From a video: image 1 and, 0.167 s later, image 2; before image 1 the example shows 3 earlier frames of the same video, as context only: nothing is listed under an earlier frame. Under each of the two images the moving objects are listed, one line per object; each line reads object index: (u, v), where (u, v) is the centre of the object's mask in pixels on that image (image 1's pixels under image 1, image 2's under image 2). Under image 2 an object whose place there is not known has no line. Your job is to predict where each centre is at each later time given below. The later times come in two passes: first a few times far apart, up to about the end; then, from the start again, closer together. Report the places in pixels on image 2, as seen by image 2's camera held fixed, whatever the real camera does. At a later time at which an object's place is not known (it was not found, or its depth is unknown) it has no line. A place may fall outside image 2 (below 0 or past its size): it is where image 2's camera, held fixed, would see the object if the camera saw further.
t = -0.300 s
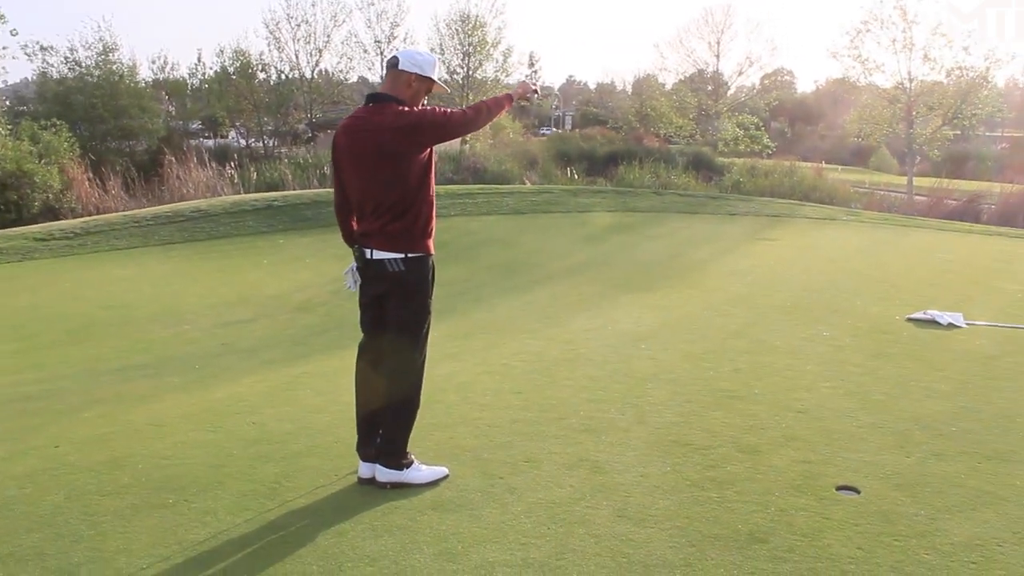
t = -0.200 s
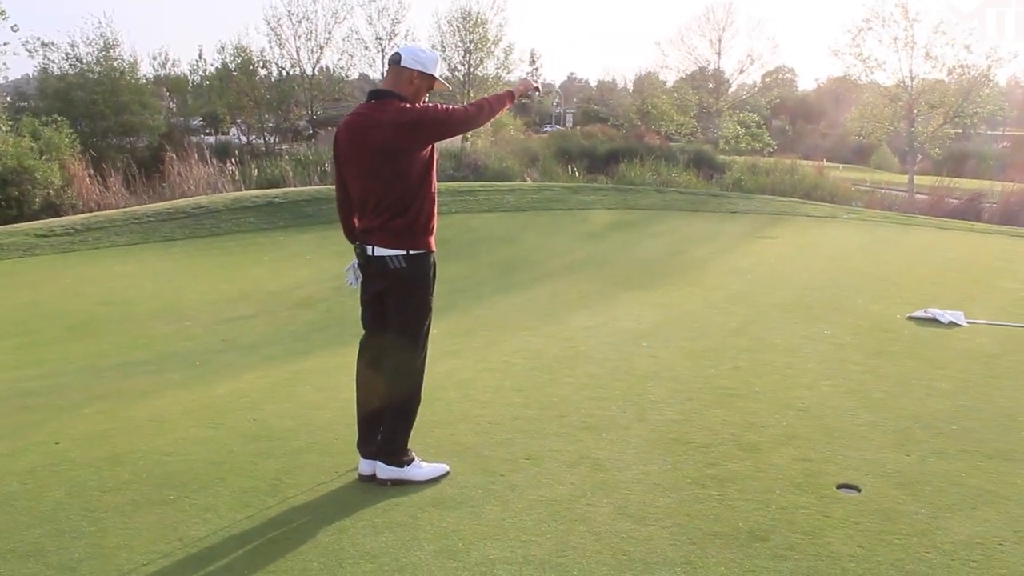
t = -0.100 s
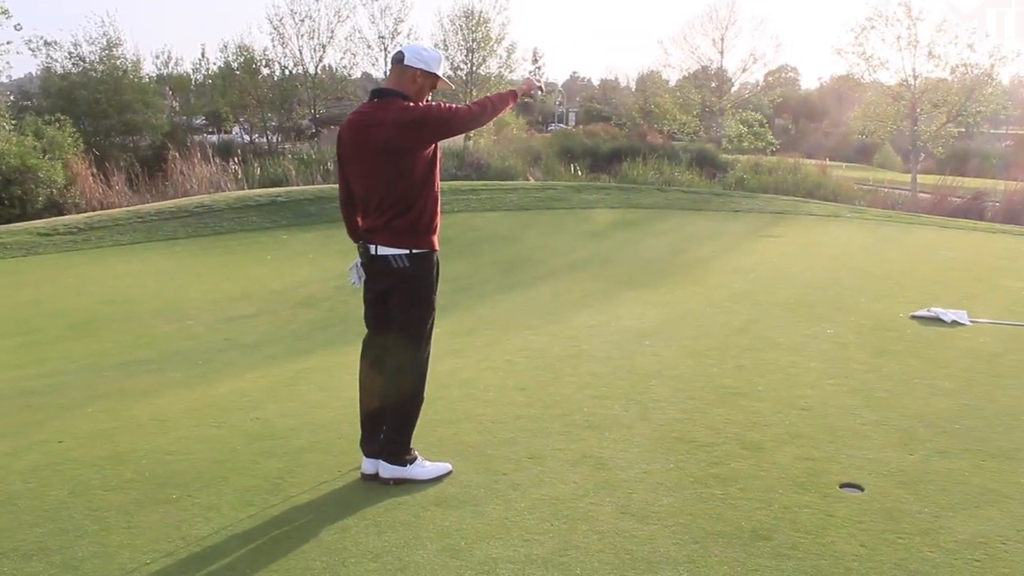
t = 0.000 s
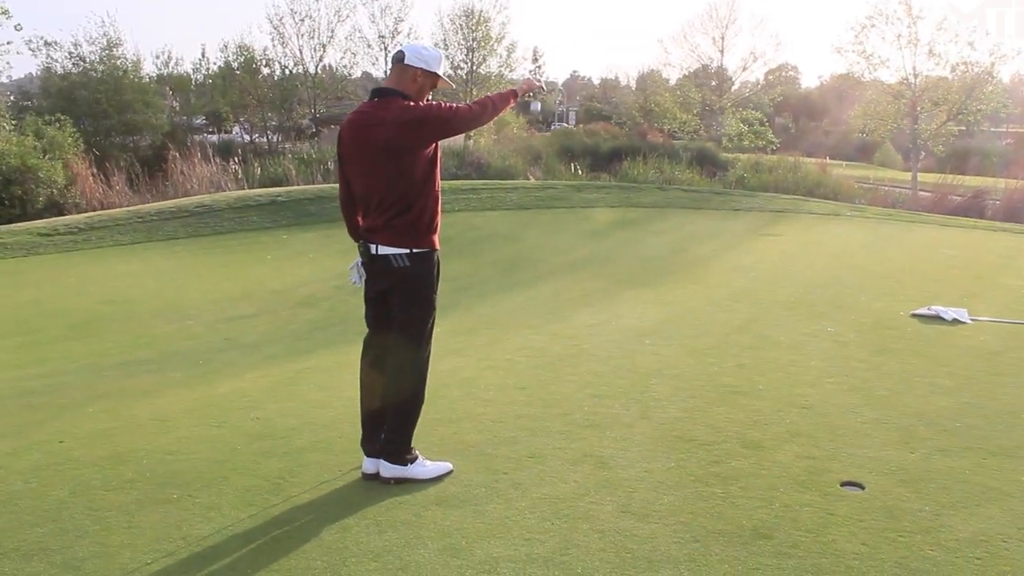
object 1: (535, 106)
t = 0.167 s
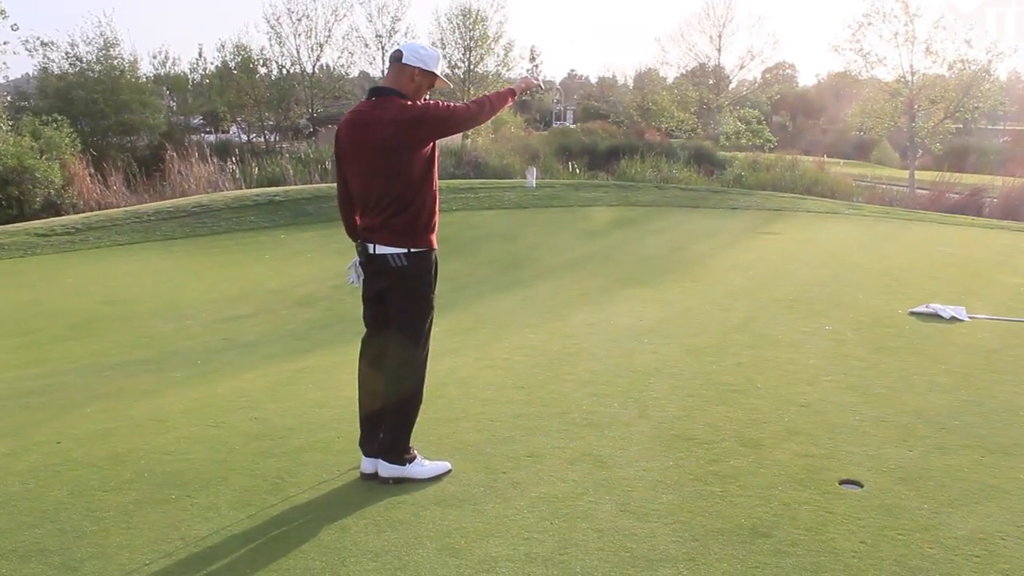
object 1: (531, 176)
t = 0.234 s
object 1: (531, 224)
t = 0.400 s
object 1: (525, 375)
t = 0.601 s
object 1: (524, 397)
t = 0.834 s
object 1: (522, 424)
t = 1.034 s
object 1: (526, 419)
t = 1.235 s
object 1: (527, 415)
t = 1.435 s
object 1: (527, 411)
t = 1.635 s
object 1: (525, 406)
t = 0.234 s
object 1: (531, 224)
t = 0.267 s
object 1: (530, 250)
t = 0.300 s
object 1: (528, 279)
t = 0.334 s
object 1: (527, 309)
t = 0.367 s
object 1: (526, 343)
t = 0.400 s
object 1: (525, 375)
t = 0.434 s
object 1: (524, 412)
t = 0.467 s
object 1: (522, 428)
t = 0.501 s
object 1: (523, 416)
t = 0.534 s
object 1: (524, 407)
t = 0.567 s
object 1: (523, 401)
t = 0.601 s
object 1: (524, 397)
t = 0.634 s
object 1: (524, 395)
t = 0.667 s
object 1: (524, 396)
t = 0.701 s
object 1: (524, 397)
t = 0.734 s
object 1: (524, 401)
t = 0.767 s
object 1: (524, 407)
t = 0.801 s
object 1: (524, 416)
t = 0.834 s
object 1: (522, 424)
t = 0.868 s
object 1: (524, 418)
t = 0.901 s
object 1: (524, 416)
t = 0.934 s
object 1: (525, 416)
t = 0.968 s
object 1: (525, 417)
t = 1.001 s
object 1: (525, 420)
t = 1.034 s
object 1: (526, 419)
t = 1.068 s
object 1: (526, 419)
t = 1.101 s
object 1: (526, 418)
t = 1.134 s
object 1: (526, 418)
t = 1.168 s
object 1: (526, 417)
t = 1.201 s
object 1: (527, 416)
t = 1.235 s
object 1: (527, 415)
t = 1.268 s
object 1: (527, 415)
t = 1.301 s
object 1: (527, 414)
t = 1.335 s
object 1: (527, 413)
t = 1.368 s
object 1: (527, 412)
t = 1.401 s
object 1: (527, 412)
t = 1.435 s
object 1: (527, 411)
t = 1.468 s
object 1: (526, 410)
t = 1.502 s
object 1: (526, 409)
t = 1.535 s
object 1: (526, 408)
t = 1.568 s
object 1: (525, 408)
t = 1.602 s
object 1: (525, 407)
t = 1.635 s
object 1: (525, 406)
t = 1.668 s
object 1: (524, 406)
